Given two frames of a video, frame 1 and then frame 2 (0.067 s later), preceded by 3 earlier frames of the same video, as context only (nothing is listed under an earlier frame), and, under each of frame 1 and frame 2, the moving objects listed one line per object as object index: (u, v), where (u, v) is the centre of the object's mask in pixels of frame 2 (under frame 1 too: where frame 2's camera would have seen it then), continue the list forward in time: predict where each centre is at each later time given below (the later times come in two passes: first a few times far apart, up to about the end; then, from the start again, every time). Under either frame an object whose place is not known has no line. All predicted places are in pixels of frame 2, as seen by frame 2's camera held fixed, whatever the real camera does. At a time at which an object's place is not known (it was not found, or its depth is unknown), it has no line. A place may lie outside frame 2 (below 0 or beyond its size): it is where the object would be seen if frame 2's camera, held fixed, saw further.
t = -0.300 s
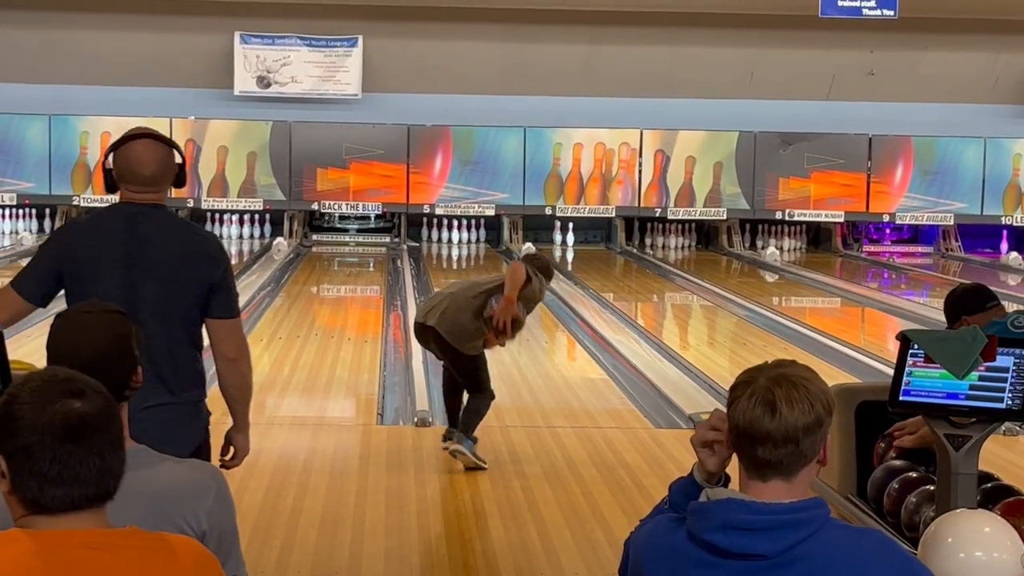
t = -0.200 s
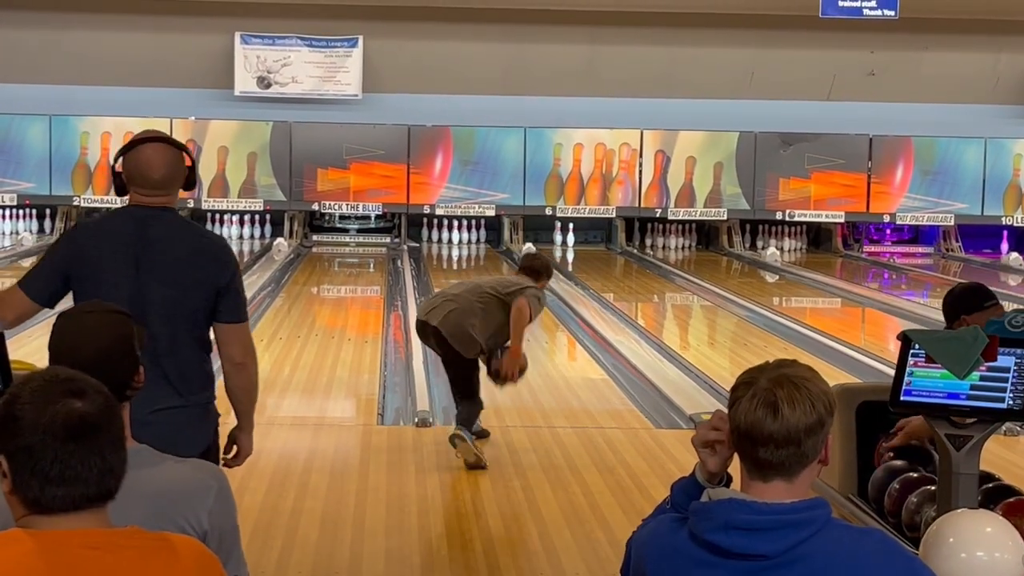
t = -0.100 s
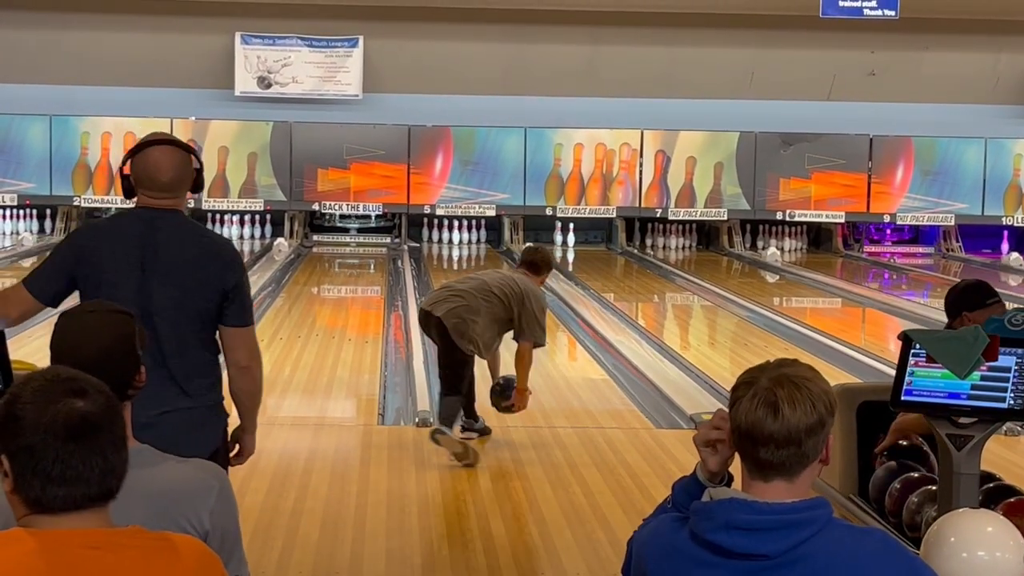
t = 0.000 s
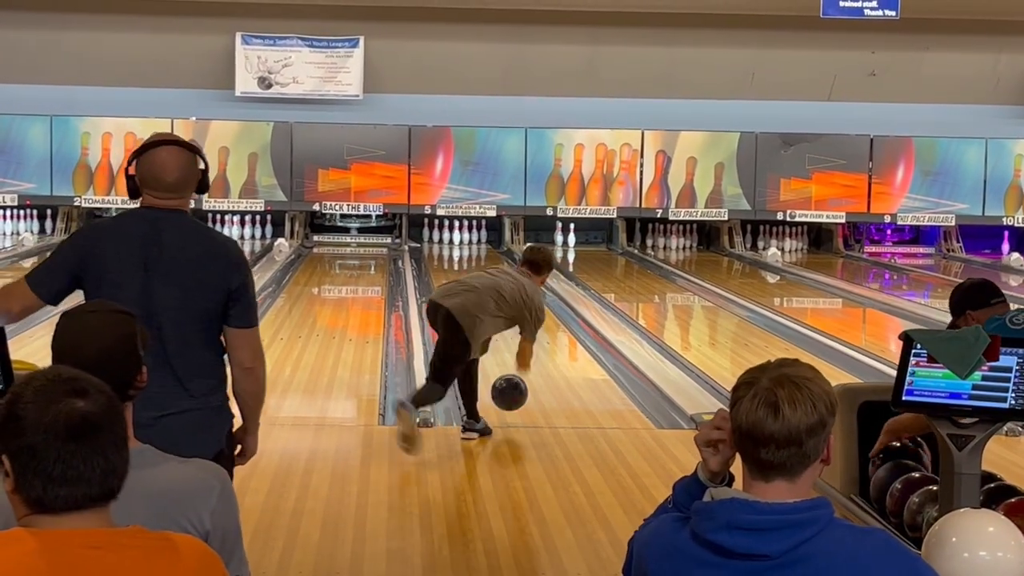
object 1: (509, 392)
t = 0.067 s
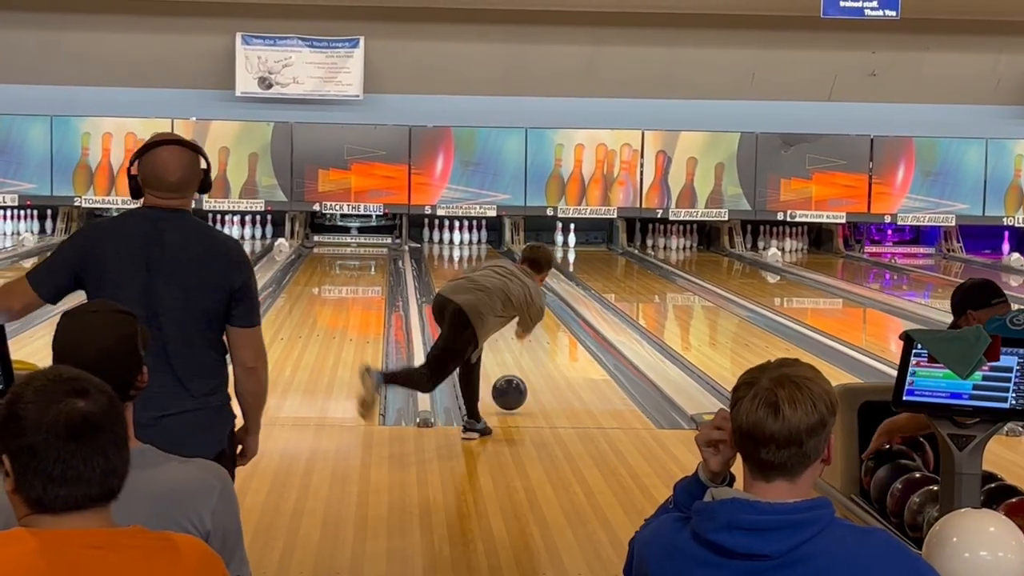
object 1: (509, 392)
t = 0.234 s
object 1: (509, 374)
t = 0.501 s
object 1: (508, 346)
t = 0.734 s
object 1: (507, 328)
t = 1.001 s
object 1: (510, 314)
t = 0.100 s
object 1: (509, 389)
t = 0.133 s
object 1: (509, 385)
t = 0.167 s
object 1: (509, 381)
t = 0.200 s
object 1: (509, 378)
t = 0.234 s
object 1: (509, 374)
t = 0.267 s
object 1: (509, 370)
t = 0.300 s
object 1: (508, 366)
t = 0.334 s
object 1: (508, 363)
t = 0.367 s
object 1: (508, 359)
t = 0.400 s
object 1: (508, 356)
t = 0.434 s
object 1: (508, 353)
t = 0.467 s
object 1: (508, 350)
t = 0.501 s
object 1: (508, 346)
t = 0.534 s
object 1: (507, 343)
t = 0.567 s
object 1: (507, 341)
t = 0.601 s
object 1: (507, 338)
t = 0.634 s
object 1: (507, 335)
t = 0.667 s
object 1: (507, 333)
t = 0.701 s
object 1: (507, 330)
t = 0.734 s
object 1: (507, 328)
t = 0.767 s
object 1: (507, 325)
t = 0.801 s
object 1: (506, 323)
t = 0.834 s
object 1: (506, 321)
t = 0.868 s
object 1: (507, 319)
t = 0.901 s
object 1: (507, 317)
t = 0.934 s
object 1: (508, 316)
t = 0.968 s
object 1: (509, 315)
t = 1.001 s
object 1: (510, 314)
